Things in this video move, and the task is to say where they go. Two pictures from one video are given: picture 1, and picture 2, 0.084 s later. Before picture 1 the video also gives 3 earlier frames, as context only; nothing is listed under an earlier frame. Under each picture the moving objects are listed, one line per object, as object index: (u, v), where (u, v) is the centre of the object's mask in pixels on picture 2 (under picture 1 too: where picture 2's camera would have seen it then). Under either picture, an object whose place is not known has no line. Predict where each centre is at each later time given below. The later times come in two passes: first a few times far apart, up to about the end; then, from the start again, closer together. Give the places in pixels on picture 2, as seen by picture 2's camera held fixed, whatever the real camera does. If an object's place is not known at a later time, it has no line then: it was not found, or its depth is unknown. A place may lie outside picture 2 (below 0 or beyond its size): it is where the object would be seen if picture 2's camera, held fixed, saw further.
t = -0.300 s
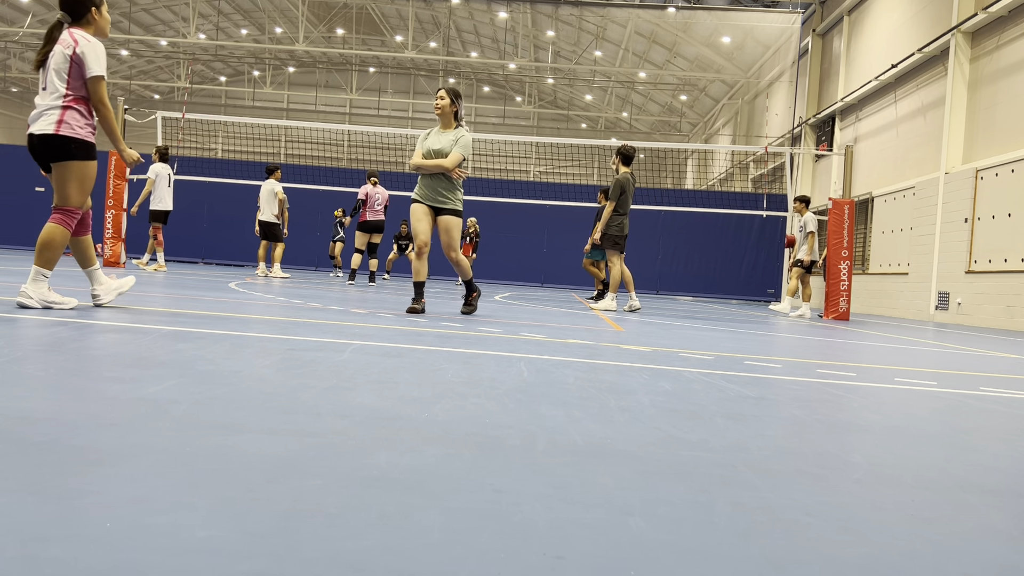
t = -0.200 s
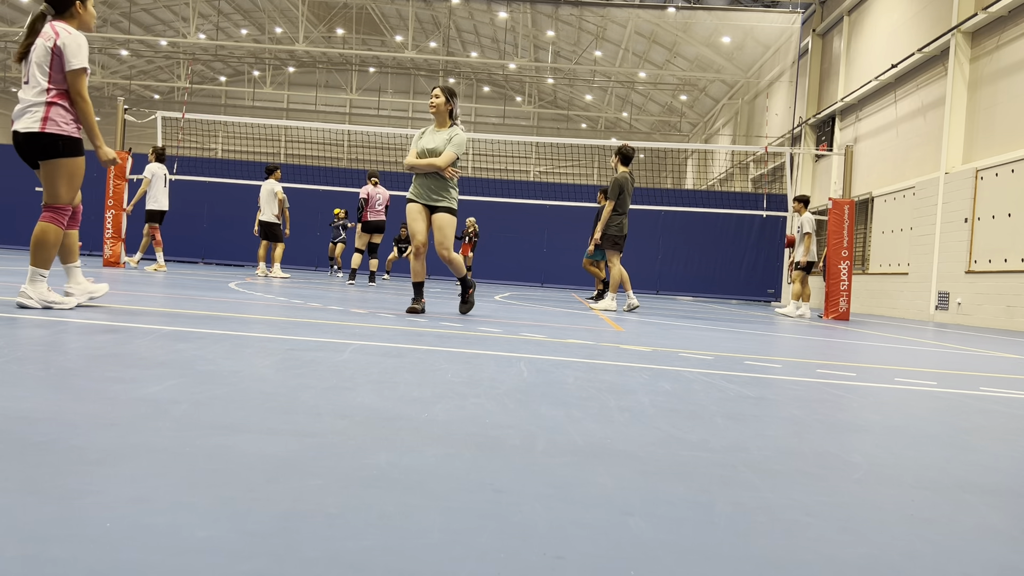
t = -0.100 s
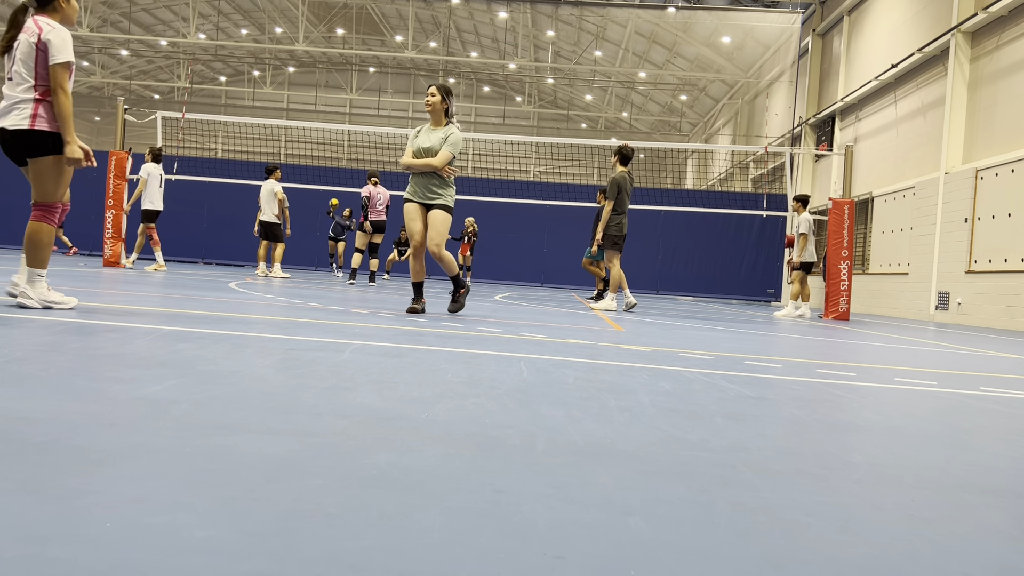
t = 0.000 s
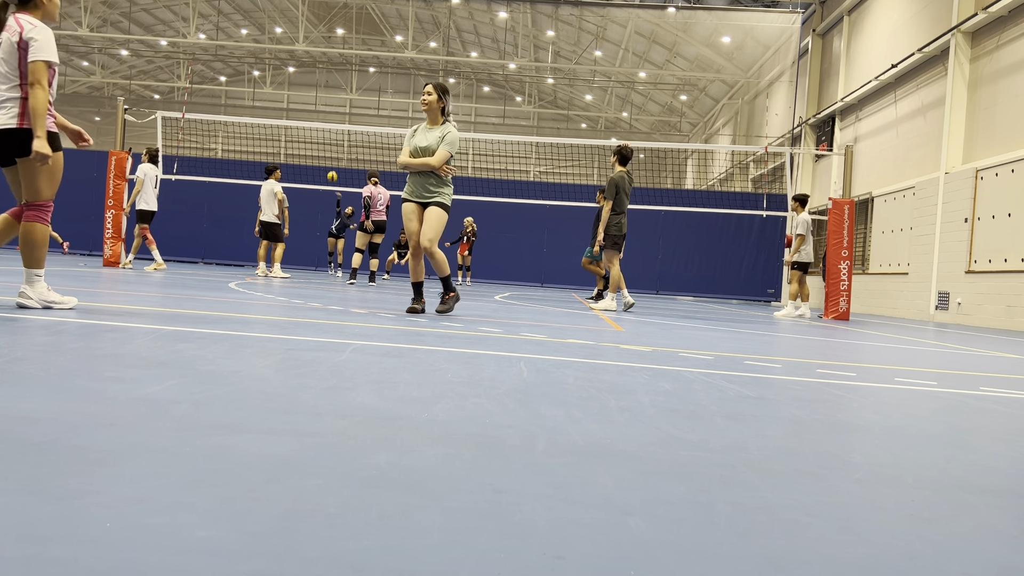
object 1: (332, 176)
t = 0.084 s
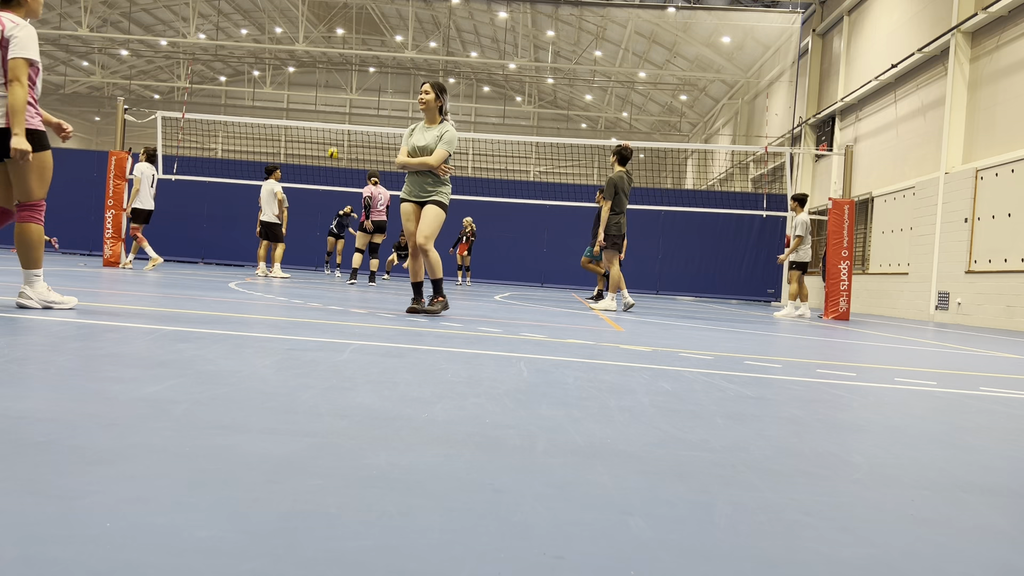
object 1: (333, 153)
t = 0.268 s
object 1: (335, 106)
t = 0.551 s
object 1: (338, 50)
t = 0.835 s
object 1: (343, 32)
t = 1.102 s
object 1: (350, 72)
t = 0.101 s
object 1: (333, 148)
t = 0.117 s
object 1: (333, 143)
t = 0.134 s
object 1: (334, 139)
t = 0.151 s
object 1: (334, 135)
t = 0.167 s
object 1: (333, 132)
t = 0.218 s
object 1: (334, 118)
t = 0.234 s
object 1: (334, 114)
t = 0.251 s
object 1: (335, 110)
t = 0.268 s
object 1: (335, 106)
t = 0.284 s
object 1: (335, 102)
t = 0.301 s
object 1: (335, 98)
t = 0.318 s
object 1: (335, 94)
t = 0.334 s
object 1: (336, 91)
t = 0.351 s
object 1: (336, 87)
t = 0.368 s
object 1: (336, 83)
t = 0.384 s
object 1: (336, 80)
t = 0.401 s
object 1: (336, 76)
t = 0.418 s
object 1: (336, 73)
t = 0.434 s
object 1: (337, 70)
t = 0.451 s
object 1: (337, 67)
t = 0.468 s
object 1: (337, 64)
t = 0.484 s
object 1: (337, 61)
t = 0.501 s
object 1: (337, 58)
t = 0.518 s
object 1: (337, 56)
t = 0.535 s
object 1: (338, 53)
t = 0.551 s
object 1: (338, 50)
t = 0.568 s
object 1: (338, 48)
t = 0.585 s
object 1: (338, 46)
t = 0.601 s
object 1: (338, 43)
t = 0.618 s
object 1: (339, 41)
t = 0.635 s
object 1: (339, 40)
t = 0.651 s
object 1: (339, 38)
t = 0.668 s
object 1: (339, 37)
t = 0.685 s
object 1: (340, 35)
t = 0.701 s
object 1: (340, 34)
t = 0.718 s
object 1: (340, 33)
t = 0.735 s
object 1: (341, 33)
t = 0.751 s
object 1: (341, 32)
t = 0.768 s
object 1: (341, 31)
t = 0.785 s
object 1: (341, 31)
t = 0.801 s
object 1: (342, 31)
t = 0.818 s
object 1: (342, 31)
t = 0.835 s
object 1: (343, 32)
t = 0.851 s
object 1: (343, 32)
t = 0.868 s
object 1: (344, 33)
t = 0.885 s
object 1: (344, 34)
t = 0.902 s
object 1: (344, 34)
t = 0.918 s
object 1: (345, 36)
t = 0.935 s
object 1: (346, 38)
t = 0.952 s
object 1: (346, 40)
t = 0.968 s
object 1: (346, 42)
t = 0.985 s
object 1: (347, 44)
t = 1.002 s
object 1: (347, 48)
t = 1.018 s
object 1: (348, 51)
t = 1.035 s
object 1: (348, 54)
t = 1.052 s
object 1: (349, 58)
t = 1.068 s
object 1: (349, 62)
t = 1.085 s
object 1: (349, 66)
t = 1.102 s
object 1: (350, 72)
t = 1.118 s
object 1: (351, 77)
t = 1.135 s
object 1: (351, 83)
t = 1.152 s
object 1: (352, 89)
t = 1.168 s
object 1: (352, 95)
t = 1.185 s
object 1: (353, 102)
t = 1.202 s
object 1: (353, 110)
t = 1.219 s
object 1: (353, 117)
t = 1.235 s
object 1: (353, 126)
